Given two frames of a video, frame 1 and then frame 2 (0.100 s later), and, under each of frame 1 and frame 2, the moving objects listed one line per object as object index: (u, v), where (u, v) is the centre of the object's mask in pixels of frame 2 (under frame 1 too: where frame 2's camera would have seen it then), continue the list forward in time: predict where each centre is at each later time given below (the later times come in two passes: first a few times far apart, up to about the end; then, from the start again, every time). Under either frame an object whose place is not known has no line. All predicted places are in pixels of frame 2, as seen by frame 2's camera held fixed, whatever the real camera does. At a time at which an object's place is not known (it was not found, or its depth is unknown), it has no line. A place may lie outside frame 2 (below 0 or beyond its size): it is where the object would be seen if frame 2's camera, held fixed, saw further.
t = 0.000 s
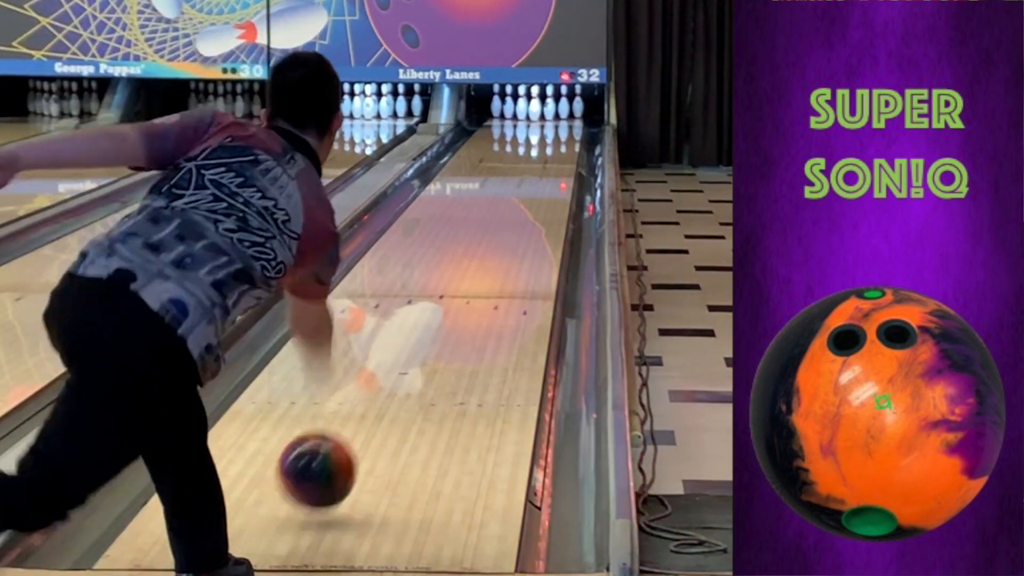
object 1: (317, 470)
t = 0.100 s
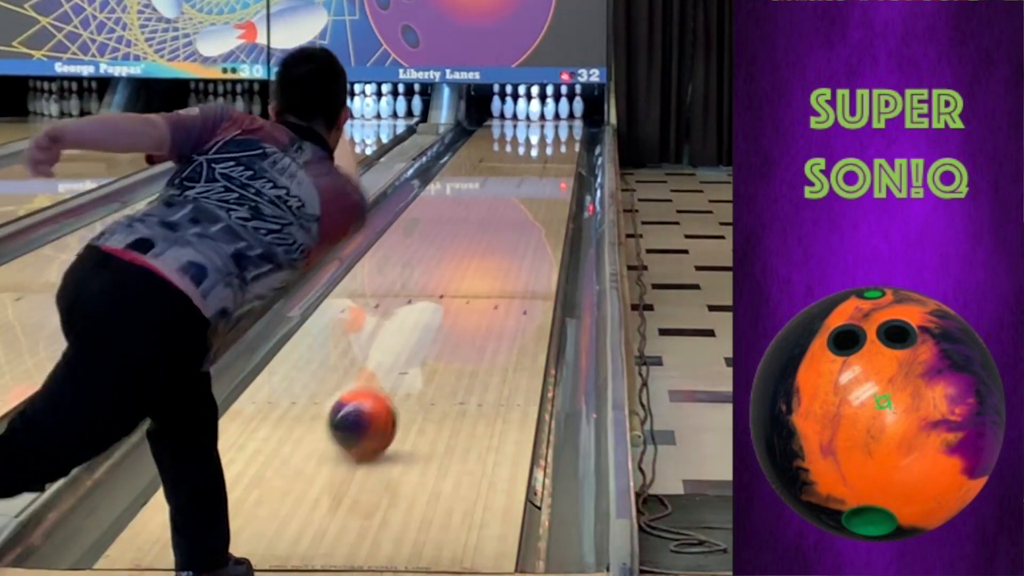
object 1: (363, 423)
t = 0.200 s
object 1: (398, 378)
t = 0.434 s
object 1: (458, 302)
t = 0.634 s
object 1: (492, 257)
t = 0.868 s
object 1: (520, 219)
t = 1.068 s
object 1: (538, 194)
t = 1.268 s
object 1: (551, 174)
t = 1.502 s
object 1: (561, 155)
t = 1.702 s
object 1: (566, 142)
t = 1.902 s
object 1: (565, 132)
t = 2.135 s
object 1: (556, 122)
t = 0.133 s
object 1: (376, 402)
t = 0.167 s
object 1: (387, 389)
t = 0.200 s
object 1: (398, 378)
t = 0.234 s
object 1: (409, 364)
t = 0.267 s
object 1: (418, 353)
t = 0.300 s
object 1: (427, 341)
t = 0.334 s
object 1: (435, 331)
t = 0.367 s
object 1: (443, 320)
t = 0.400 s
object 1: (451, 311)
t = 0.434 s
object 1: (458, 302)
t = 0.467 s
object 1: (464, 293)
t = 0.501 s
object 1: (470, 285)
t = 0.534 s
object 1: (476, 277)
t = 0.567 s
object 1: (481, 269)
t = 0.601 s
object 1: (487, 263)
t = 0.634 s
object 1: (492, 257)
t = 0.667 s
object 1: (497, 250)
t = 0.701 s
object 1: (501, 244)
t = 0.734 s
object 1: (505, 239)
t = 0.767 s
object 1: (509, 234)
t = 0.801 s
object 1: (513, 228)
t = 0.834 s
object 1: (517, 224)
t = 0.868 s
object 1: (520, 219)
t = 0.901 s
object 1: (523, 214)
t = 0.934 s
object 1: (527, 210)
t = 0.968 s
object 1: (530, 206)
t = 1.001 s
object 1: (532, 202)
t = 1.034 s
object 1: (535, 198)
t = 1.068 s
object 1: (538, 194)
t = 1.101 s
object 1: (540, 190)
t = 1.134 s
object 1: (543, 187)
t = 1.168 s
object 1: (545, 183)
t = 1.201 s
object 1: (547, 181)
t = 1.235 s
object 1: (549, 177)
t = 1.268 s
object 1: (551, 174)
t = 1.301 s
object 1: (553, 171)
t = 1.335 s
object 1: (555, 169)
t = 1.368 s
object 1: (556, 165)
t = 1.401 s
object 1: (558, 163)
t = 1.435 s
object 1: (559, 161)
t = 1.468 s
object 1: (560, 158)
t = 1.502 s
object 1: (561, 155)
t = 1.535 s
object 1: (563, 153)
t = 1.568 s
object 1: (564, 150)
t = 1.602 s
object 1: (565, 148)
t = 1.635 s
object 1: (565, 146)
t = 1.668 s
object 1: (566, 144)
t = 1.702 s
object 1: (566, 142)
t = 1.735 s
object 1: (567, 140)
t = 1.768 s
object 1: (567, 138)
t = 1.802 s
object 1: (567, 137)
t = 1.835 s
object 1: (567, 135)
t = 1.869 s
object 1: (567, 133)
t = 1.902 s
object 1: (565, 132)
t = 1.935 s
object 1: (564, 130)
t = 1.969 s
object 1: (564, 129)
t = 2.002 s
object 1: (563, 127)
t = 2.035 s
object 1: (561, 125)
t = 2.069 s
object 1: (559, 124)
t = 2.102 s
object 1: (558, 123)
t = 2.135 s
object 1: (556, 122)
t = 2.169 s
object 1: (553, 121)
